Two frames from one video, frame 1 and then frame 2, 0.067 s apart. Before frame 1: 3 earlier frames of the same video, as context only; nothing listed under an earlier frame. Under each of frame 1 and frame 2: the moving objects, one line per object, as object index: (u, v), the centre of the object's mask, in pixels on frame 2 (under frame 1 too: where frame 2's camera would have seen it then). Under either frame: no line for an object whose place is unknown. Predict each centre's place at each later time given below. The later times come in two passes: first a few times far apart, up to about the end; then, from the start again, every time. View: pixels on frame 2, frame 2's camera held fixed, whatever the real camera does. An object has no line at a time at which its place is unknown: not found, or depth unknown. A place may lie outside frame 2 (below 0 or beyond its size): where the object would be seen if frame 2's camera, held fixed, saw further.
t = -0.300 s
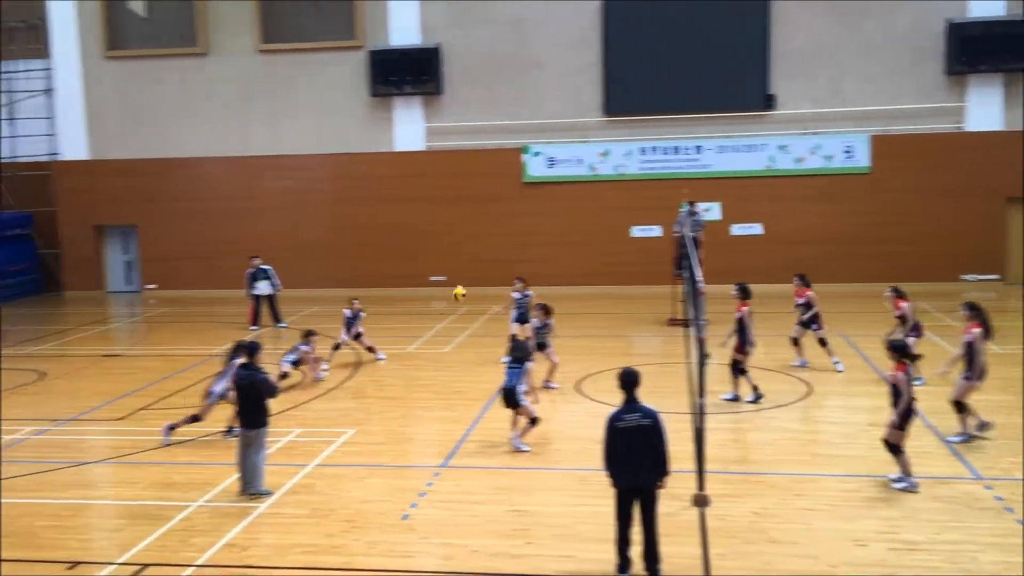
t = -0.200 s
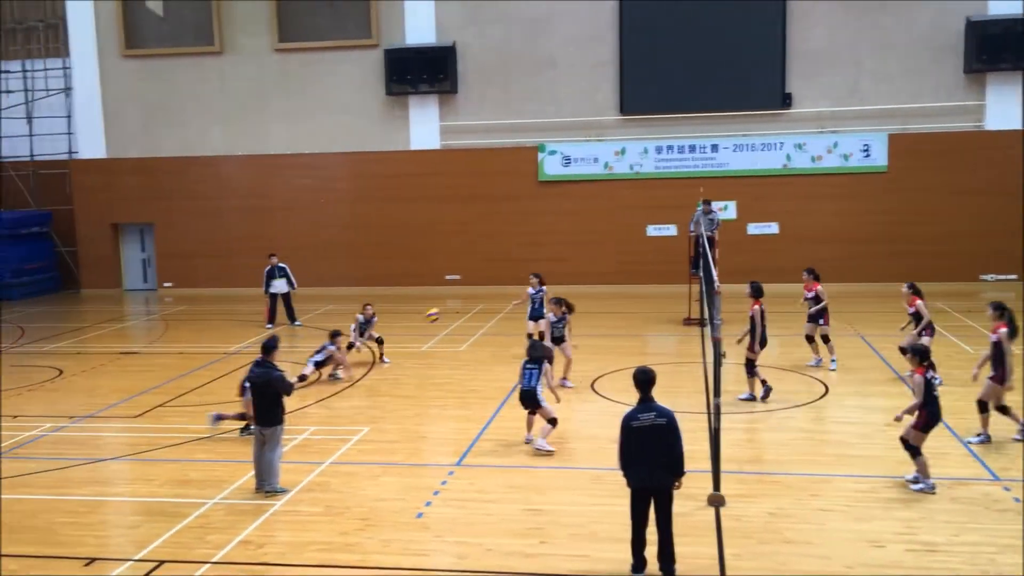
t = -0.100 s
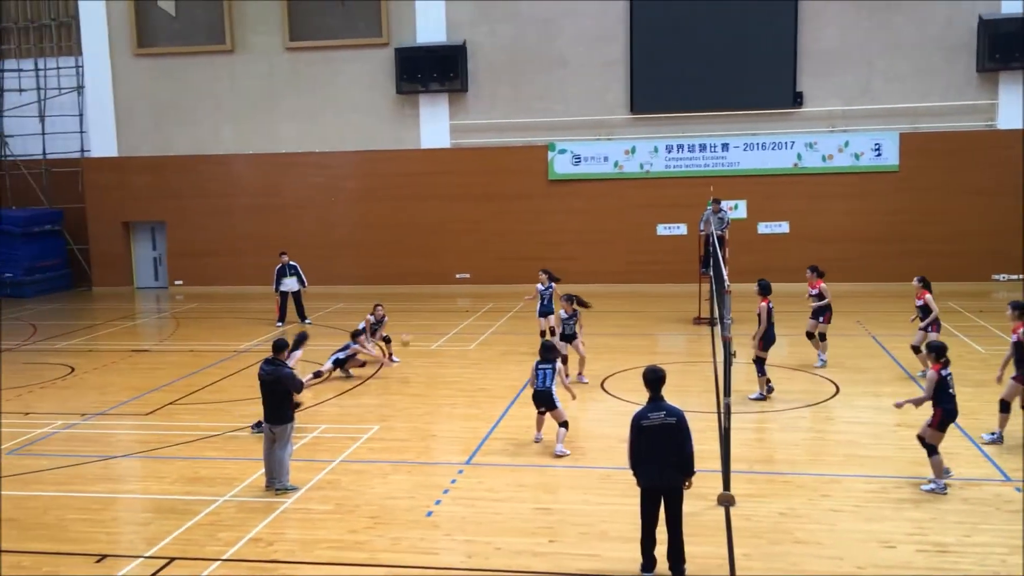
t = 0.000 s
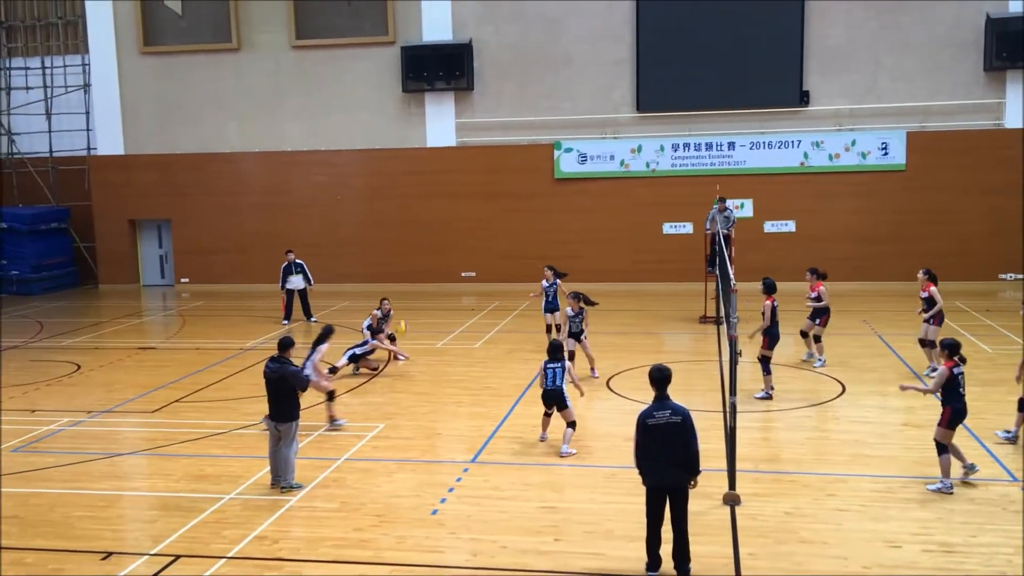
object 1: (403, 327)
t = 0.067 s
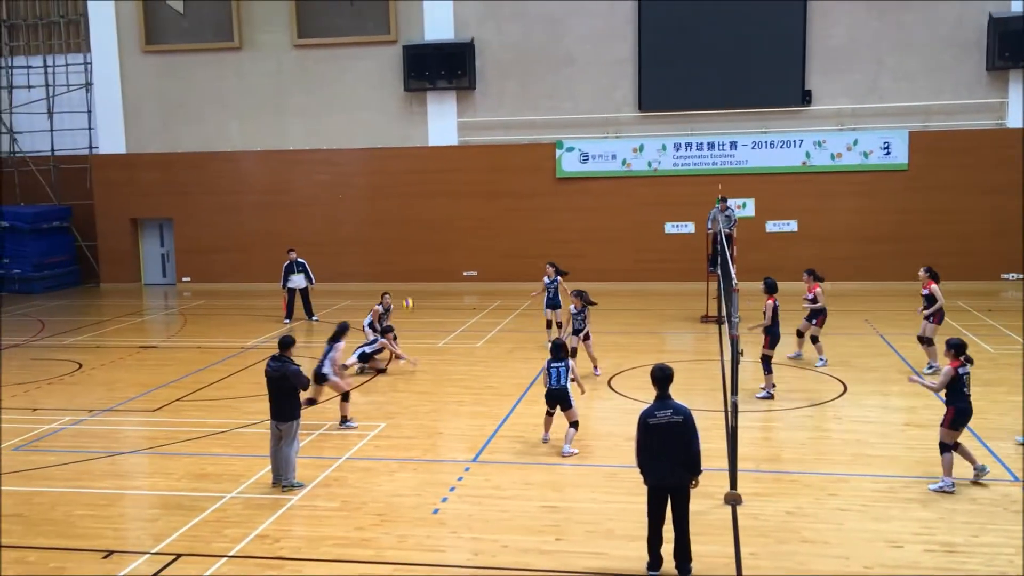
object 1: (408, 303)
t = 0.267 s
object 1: (423, 253)
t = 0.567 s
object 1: (444, 216)
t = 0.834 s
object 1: (463, 229)
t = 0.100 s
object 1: (411, 295)
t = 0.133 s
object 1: (414, 285)
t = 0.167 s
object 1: (416, 276)
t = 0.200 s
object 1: (418, 268)
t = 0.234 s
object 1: (420, 261)
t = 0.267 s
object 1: (423, 253)
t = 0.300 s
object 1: (425, 247)
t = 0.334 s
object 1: (427, 240)
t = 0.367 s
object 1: (430, 235)
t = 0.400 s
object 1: (433, 230)
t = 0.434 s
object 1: (435, 226)
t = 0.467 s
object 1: (437, 222)
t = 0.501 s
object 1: (440, 219)
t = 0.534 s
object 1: (442, 217)
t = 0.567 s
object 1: (444, 216)
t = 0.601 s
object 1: (446, 215)
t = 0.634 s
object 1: (449, 215)
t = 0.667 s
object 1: (451, 215)
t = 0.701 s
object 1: (454, 217)
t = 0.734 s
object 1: (456, 219)
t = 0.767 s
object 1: (458, 221)
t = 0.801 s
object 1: (461, 224)
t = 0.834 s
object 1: (463, 229)
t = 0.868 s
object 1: (466, 233)
